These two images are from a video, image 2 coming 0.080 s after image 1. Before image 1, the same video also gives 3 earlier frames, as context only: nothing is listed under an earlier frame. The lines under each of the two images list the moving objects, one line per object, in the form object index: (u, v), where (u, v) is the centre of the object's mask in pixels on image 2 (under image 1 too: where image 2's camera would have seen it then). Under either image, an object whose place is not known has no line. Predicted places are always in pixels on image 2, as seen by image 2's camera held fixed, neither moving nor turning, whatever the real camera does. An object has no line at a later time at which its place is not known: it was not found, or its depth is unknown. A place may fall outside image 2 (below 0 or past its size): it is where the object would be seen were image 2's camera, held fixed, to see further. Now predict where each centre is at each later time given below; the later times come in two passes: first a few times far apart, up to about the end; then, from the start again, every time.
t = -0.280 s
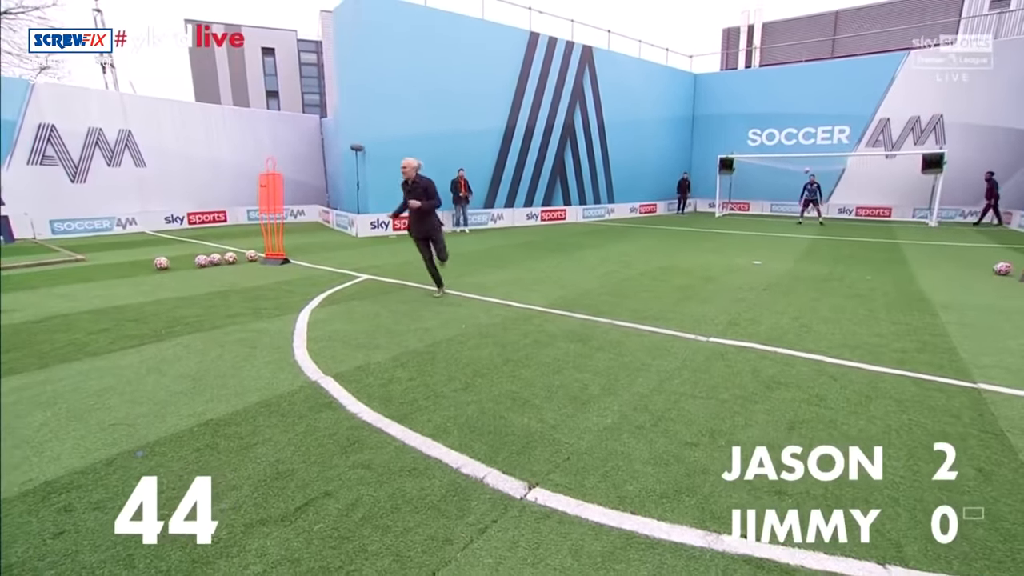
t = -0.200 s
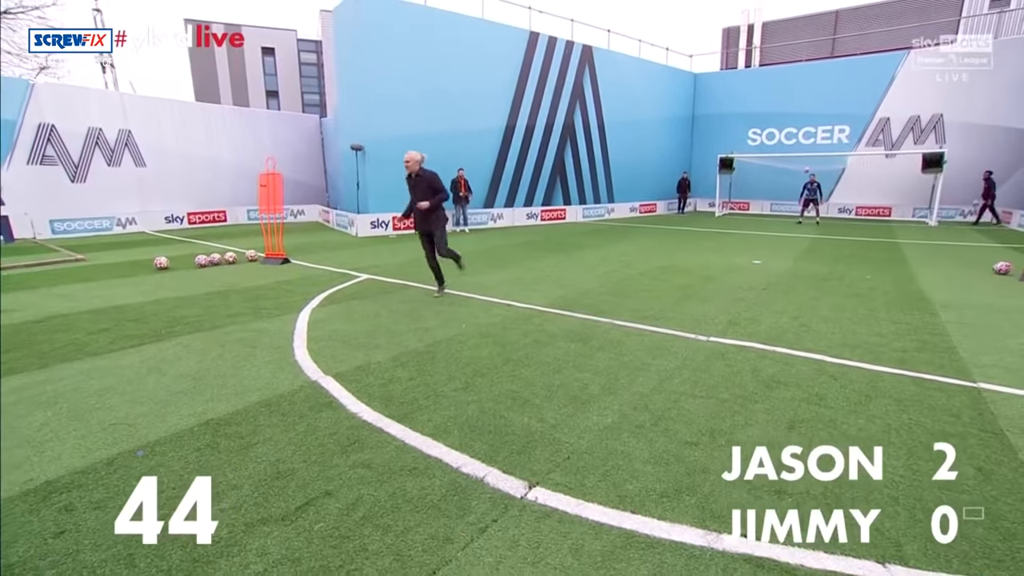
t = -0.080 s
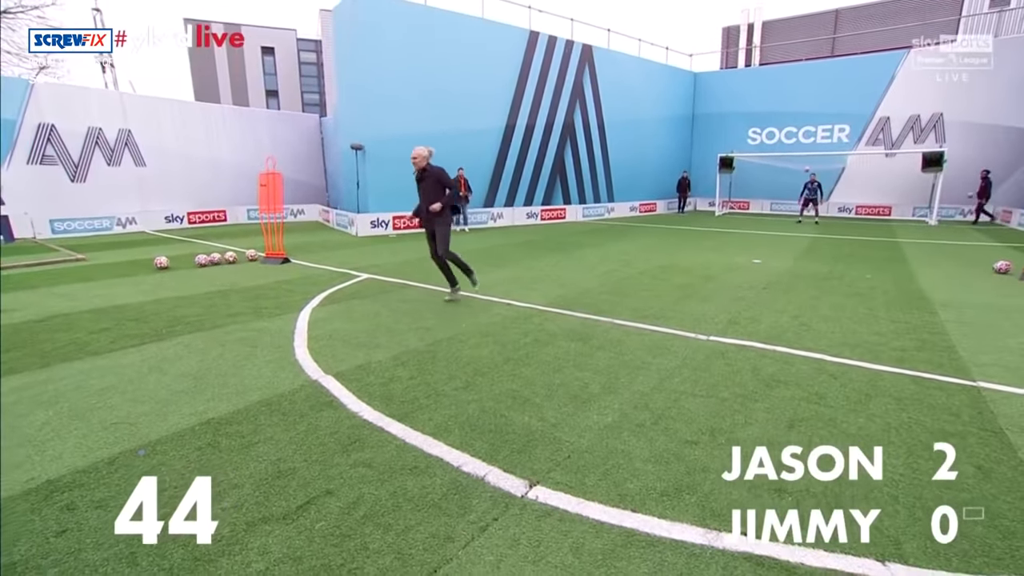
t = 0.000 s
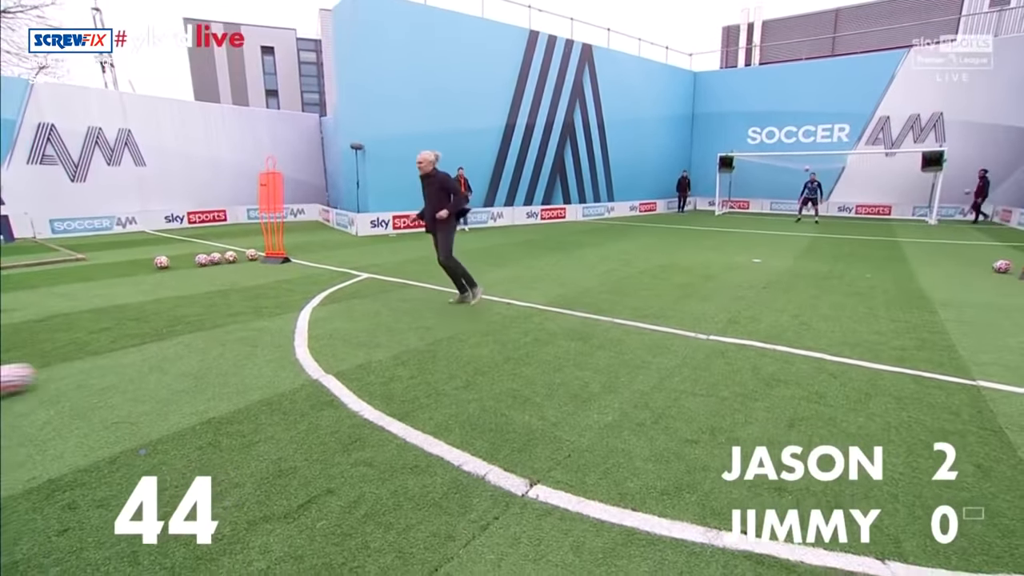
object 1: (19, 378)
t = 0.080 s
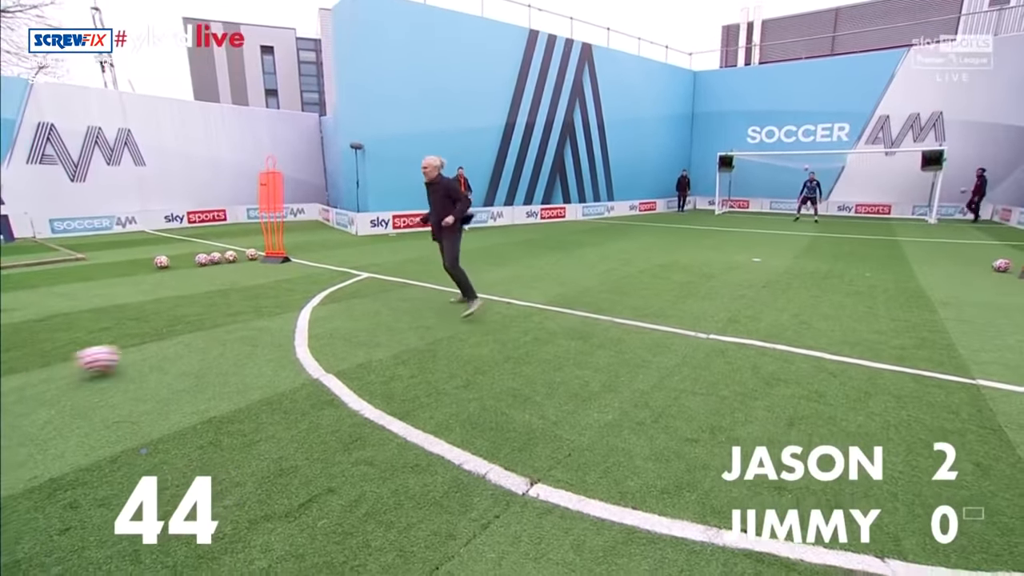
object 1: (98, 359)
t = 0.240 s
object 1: (228, 337)
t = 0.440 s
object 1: (340, 323)
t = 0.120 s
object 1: (136, 352)
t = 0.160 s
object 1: (172, 349)
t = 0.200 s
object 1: (202, 343)
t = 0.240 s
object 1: (228, 337)
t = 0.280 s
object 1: (253, 334)
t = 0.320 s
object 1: (276, 332)
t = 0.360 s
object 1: (297, 328)
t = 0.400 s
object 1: (321, 324)
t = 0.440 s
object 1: (340, 323)
